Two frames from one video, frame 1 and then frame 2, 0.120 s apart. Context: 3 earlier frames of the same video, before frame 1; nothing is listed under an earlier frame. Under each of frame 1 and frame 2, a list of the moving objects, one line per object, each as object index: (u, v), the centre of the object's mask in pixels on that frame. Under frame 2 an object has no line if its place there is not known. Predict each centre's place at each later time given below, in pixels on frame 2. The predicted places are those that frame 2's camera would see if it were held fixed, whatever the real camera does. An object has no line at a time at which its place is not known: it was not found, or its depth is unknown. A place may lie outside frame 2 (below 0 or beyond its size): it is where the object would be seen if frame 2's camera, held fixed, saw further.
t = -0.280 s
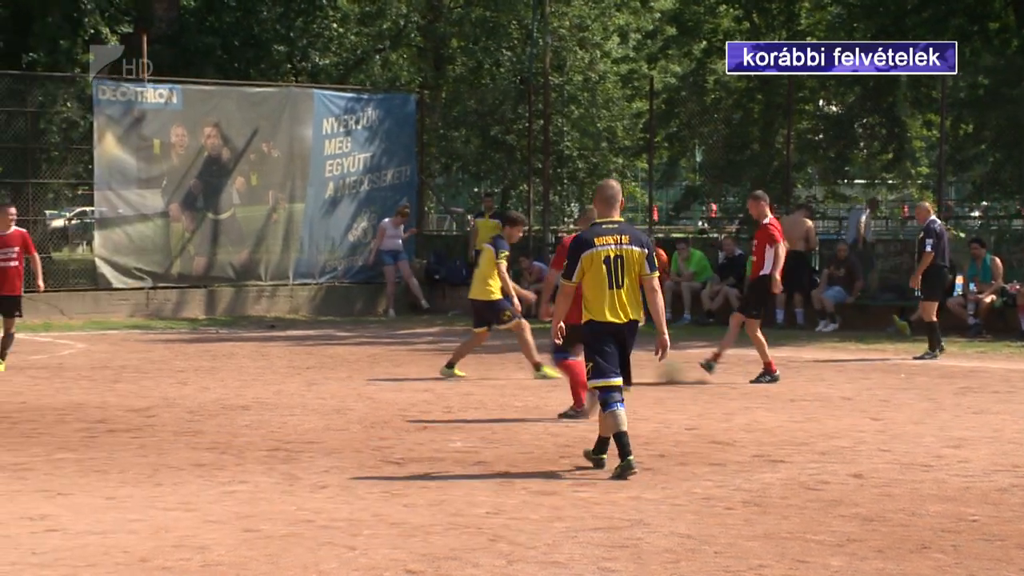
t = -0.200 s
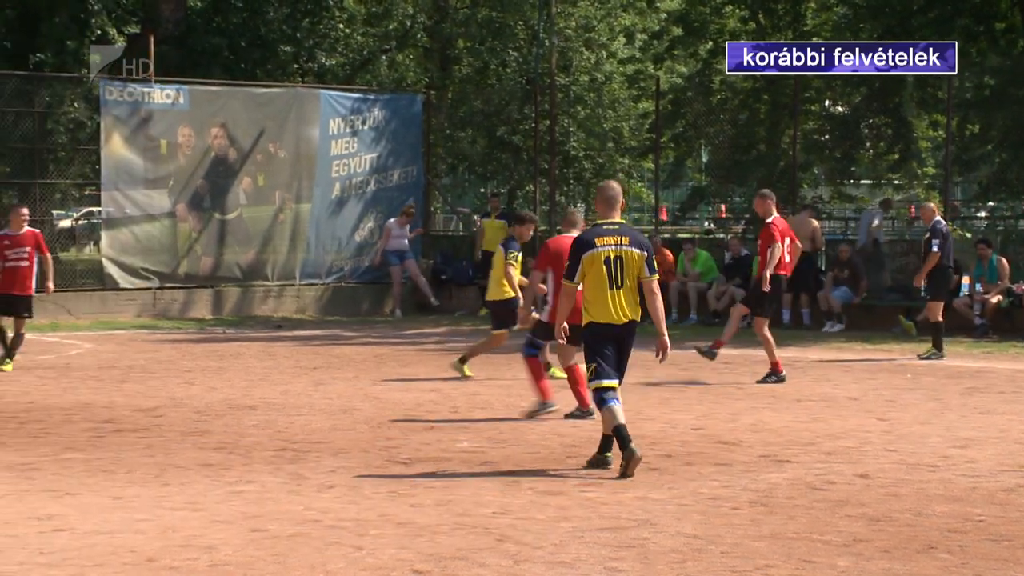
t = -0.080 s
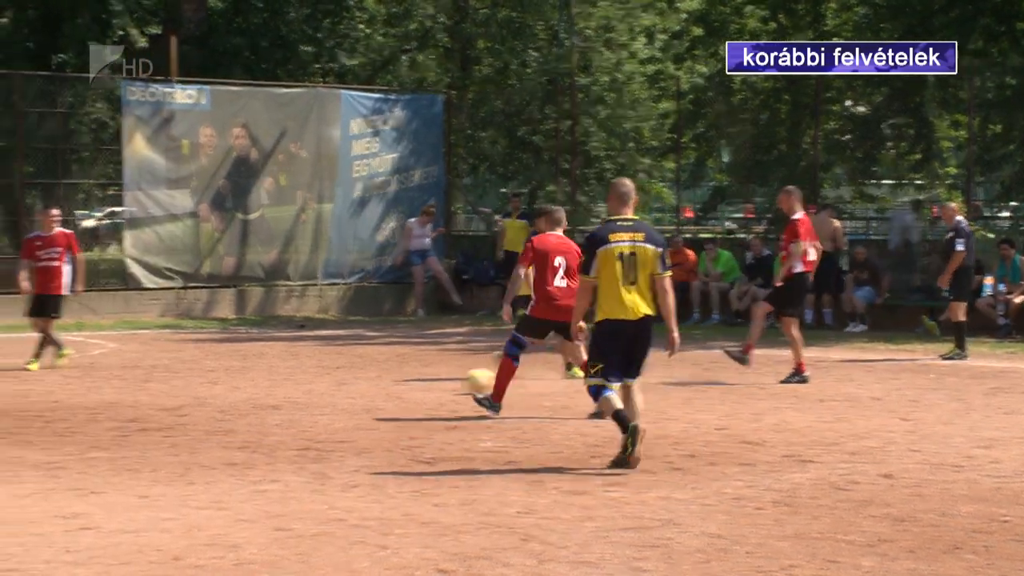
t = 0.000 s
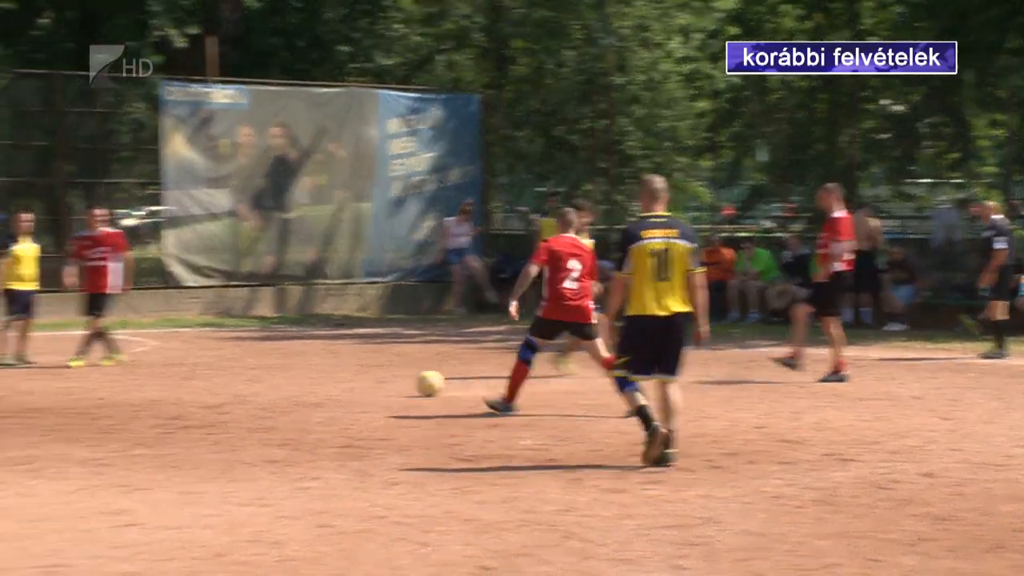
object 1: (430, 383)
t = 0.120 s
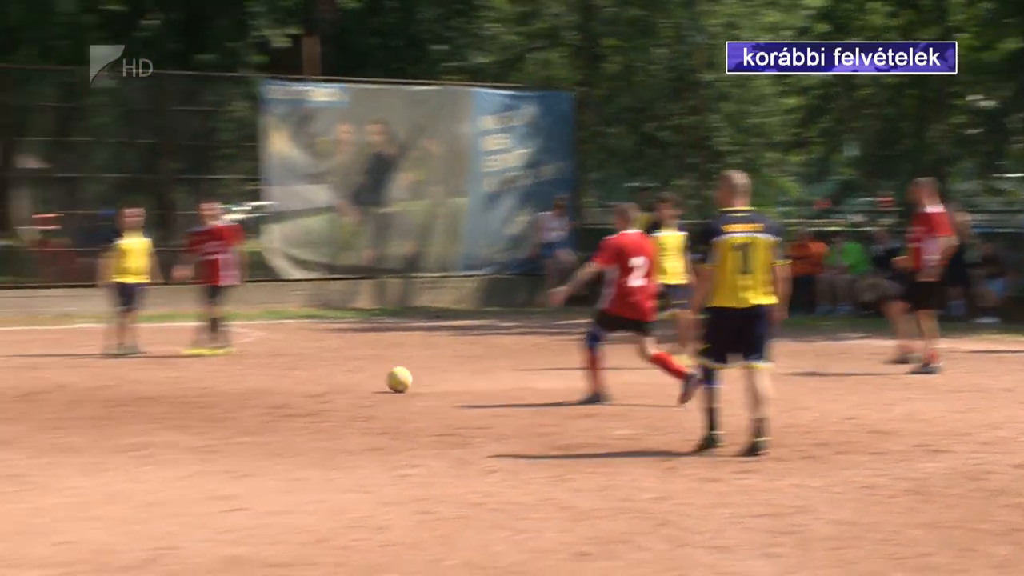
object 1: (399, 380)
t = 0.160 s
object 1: (359, 381)
